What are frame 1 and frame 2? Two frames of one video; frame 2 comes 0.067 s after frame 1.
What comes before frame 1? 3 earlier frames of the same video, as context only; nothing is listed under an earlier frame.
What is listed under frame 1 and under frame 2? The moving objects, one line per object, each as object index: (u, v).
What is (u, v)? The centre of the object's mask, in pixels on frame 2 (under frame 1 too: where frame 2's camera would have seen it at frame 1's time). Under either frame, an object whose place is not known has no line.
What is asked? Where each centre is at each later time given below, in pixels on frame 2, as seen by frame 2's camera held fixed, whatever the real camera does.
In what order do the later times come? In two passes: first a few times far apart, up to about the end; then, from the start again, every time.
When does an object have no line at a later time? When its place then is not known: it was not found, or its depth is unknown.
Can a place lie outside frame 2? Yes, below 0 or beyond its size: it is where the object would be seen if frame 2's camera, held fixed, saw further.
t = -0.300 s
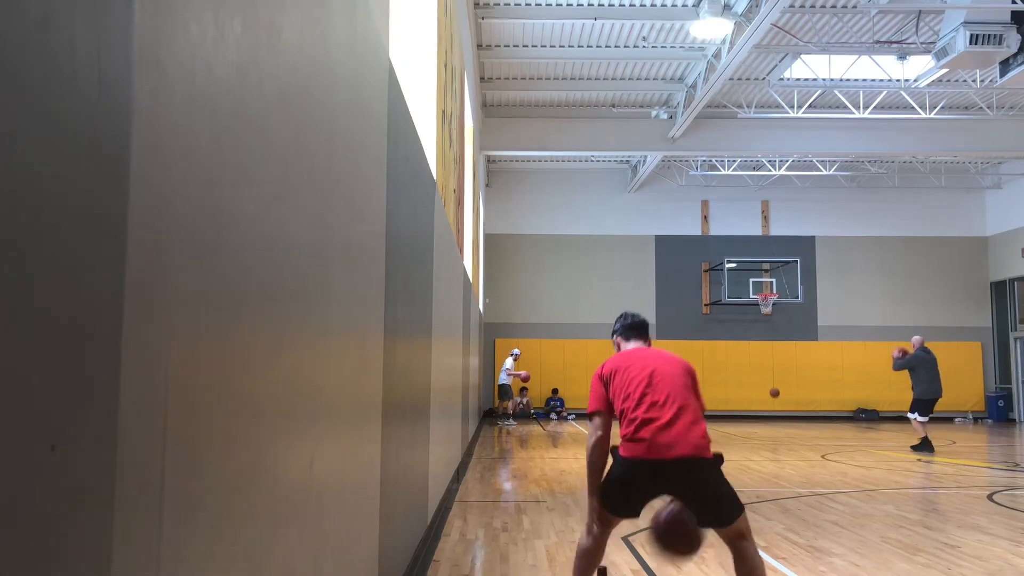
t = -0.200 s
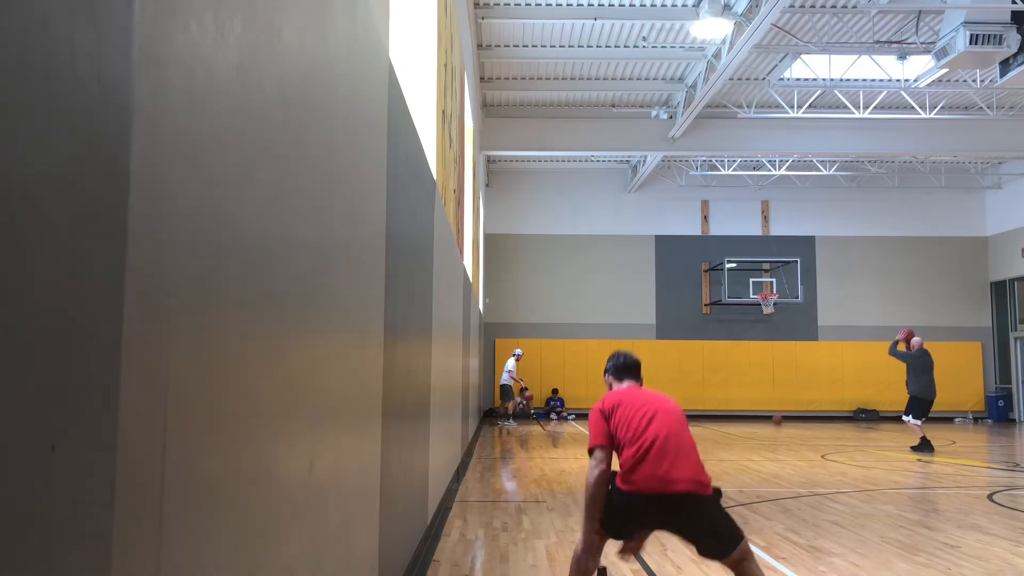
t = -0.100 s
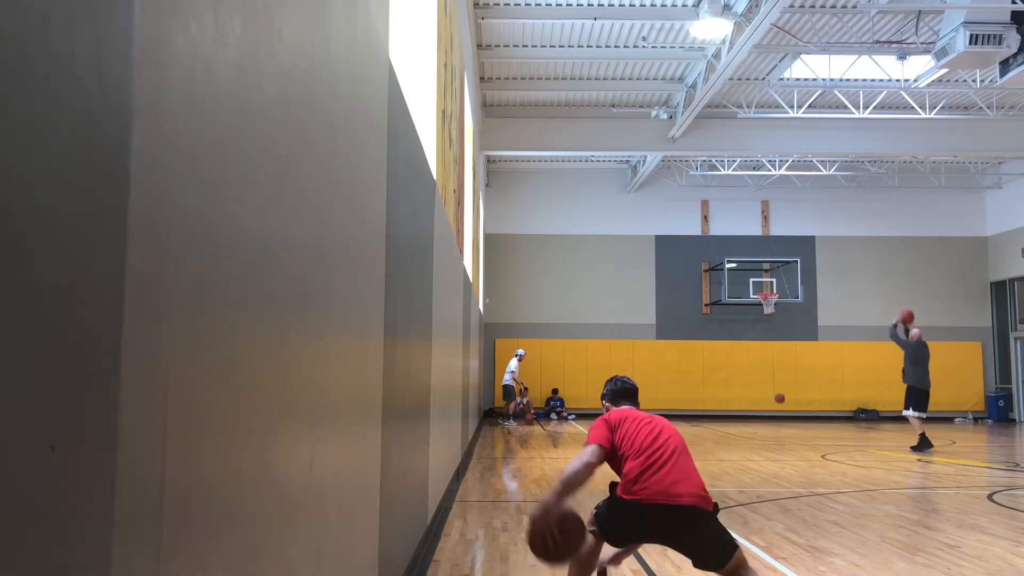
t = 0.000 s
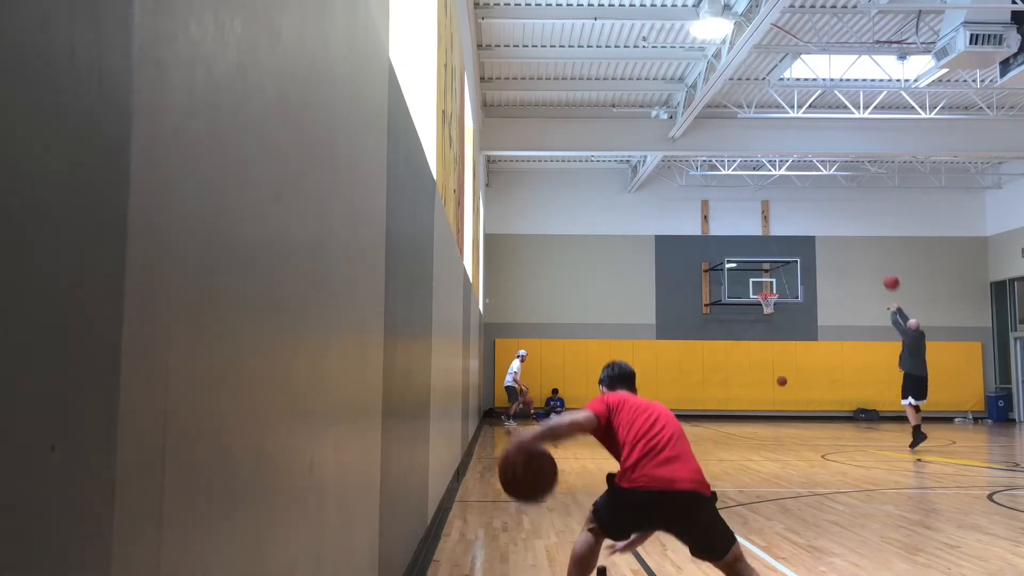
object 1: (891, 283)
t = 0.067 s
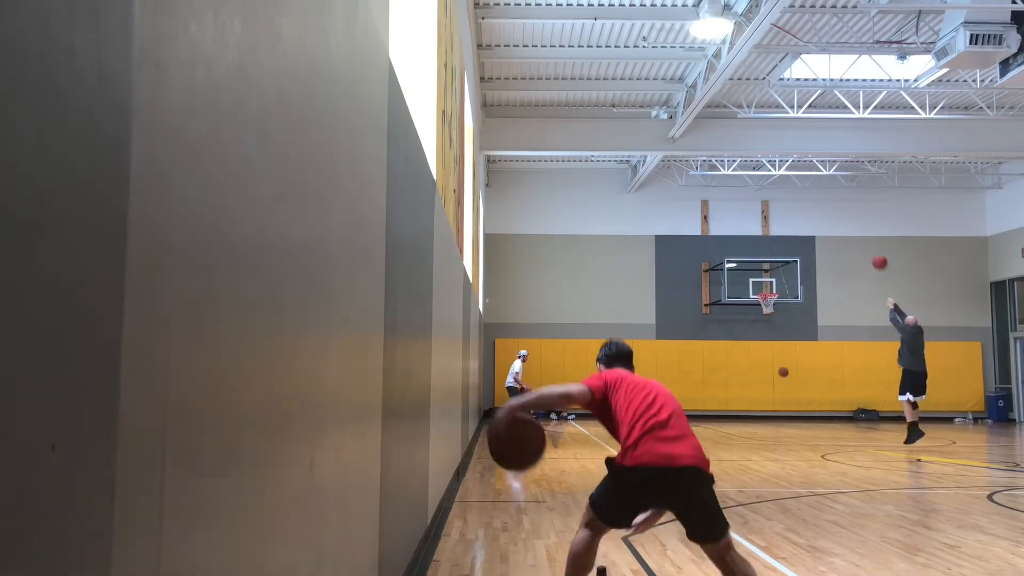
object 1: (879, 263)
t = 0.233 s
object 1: (854, 226)
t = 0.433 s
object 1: (828, 206)
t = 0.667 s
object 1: (802, 208)
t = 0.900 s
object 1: (780, 233)
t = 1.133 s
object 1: (762, 276)
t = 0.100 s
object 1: (874, 254)
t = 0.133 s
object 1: (869, 246)
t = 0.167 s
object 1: (864, 238)
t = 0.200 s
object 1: (859, 232)
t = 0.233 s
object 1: (854, 226)
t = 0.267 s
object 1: (849, 221)
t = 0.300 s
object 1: (845, 217)
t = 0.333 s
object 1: (841, 213)
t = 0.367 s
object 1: (836, 210)
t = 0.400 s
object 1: (832, 208)
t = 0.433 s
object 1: (828, 206)
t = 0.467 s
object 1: (824, 205)
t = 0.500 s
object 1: (820, 204)
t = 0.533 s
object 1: (816, 204)
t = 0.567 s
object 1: (812, 204)
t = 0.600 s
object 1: (809, 205)
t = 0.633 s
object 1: (805, 206)
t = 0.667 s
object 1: (802, 208)
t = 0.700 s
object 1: (799, 210)
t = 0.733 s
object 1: (795, 213)
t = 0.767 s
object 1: (792, 216)
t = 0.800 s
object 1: (789, 220)
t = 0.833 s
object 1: (786, 224)
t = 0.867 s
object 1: (783, 229)
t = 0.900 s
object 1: (780, 233)
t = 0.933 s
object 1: (777, 239)
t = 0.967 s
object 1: (774, 244)
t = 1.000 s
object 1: (772, 250)
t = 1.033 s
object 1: (769, 256)
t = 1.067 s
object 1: (766, 264)
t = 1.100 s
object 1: (764, 269)
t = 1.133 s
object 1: (762, 276)
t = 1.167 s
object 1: (758, 286)
